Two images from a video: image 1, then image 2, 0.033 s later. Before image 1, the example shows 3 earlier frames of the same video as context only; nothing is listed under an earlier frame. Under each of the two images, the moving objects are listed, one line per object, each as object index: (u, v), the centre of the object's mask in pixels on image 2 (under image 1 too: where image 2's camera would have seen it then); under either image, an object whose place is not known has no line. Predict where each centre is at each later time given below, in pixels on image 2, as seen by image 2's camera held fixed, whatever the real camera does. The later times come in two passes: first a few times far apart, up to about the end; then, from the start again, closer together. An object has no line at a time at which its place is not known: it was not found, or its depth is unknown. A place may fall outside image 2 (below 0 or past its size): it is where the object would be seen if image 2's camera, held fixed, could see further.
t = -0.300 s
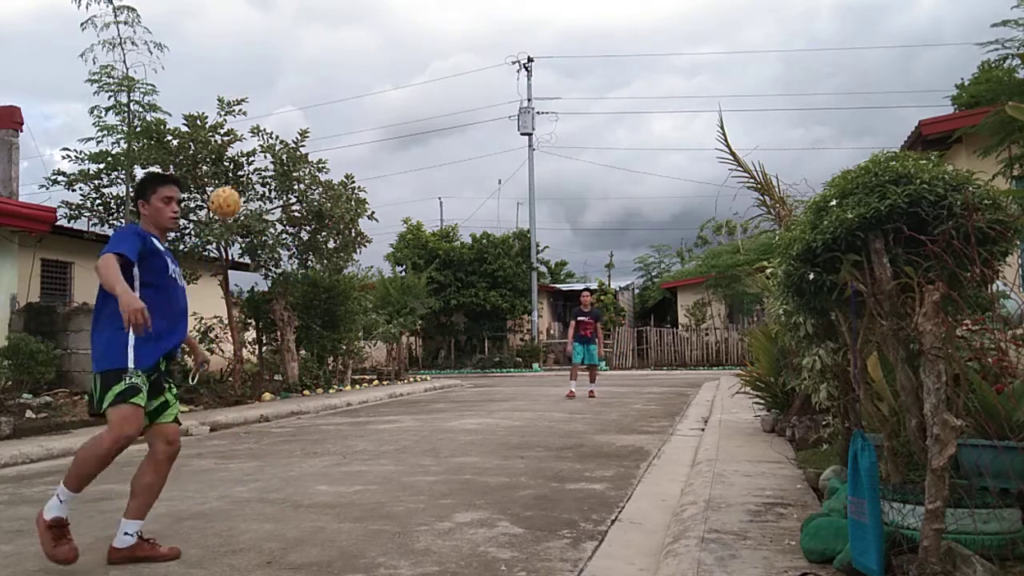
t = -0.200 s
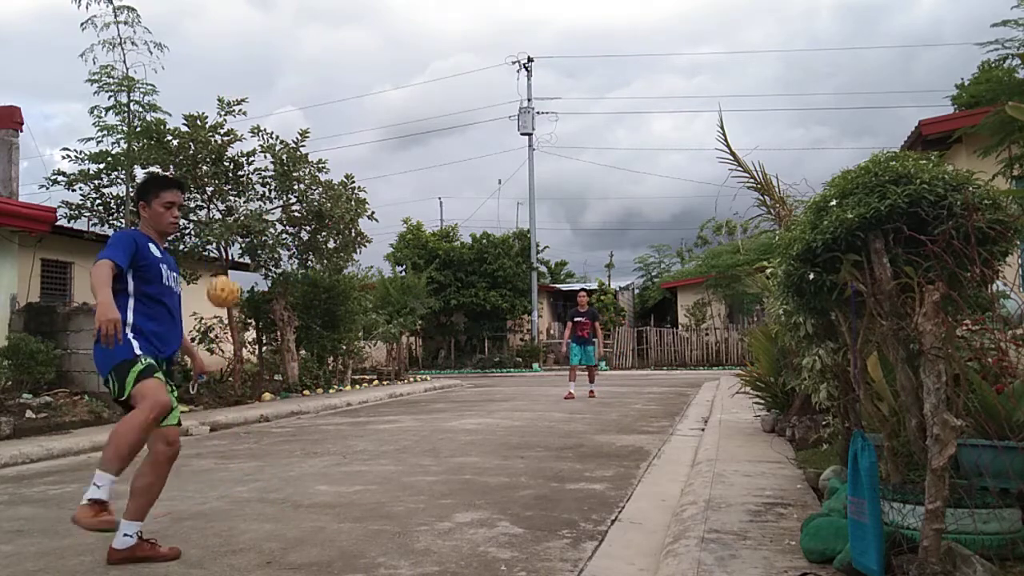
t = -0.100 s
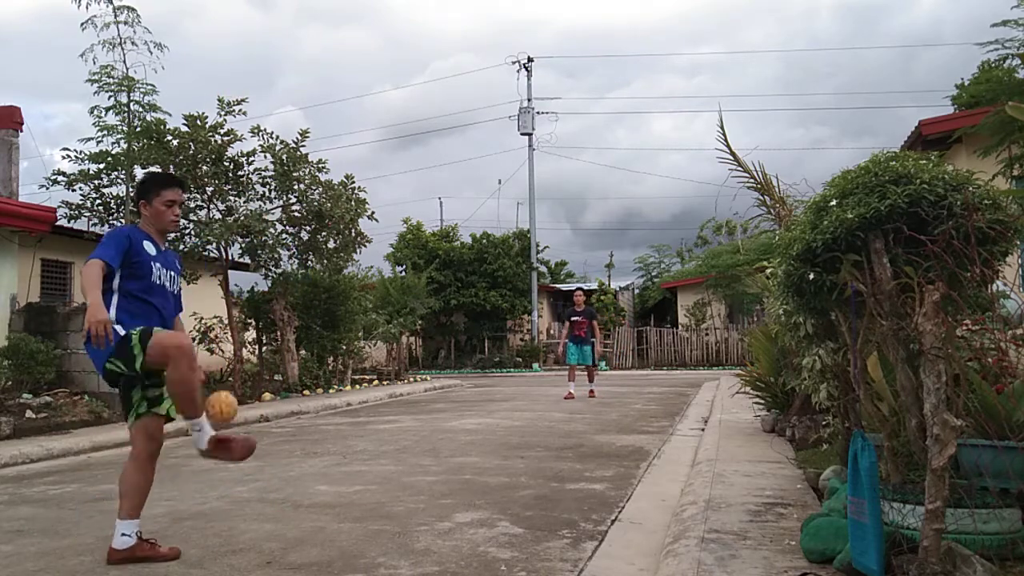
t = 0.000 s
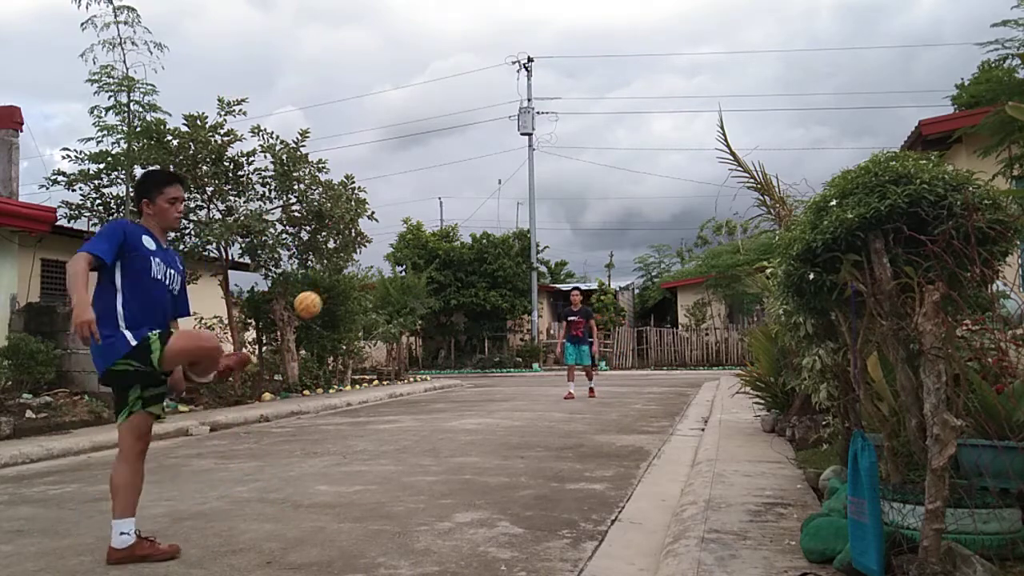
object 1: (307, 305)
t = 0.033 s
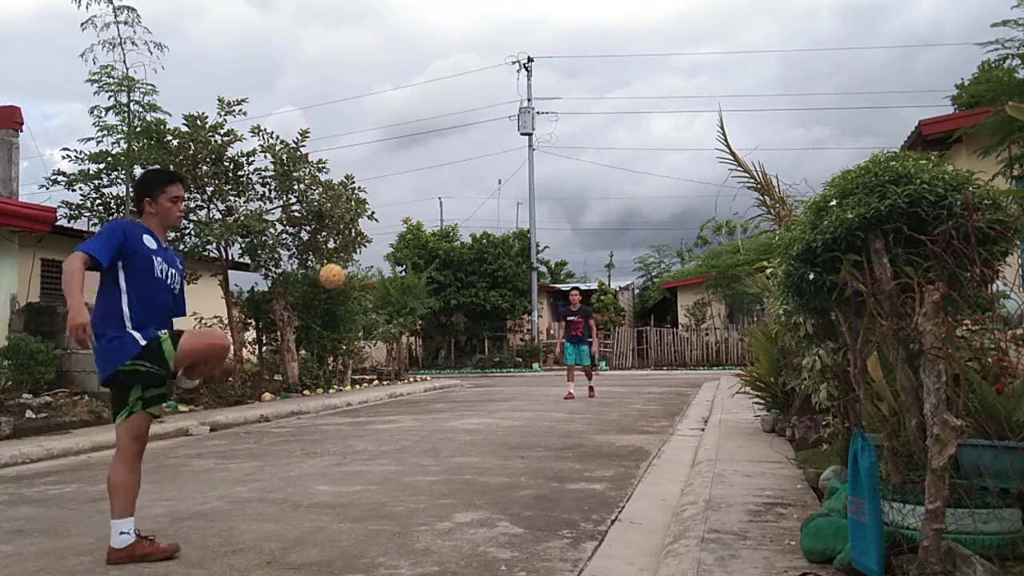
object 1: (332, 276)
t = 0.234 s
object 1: (430, 192)
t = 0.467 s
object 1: (494, 189)
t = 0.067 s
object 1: (353, 252)
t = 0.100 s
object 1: (372, 234)
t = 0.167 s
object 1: (404, 208)
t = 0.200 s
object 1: (418, 199)
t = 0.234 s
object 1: (430, 192)
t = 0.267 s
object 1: (442, 187)
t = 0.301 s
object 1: (452, 184)
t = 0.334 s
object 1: (462, 183)
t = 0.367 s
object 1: (471, 182)
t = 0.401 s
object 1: (479, 184)
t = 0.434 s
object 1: (487, 186)
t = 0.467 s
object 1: (494, 189)
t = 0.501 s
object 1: (501, 193)
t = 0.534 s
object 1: (507, 198)
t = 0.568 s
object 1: (515, 204)
